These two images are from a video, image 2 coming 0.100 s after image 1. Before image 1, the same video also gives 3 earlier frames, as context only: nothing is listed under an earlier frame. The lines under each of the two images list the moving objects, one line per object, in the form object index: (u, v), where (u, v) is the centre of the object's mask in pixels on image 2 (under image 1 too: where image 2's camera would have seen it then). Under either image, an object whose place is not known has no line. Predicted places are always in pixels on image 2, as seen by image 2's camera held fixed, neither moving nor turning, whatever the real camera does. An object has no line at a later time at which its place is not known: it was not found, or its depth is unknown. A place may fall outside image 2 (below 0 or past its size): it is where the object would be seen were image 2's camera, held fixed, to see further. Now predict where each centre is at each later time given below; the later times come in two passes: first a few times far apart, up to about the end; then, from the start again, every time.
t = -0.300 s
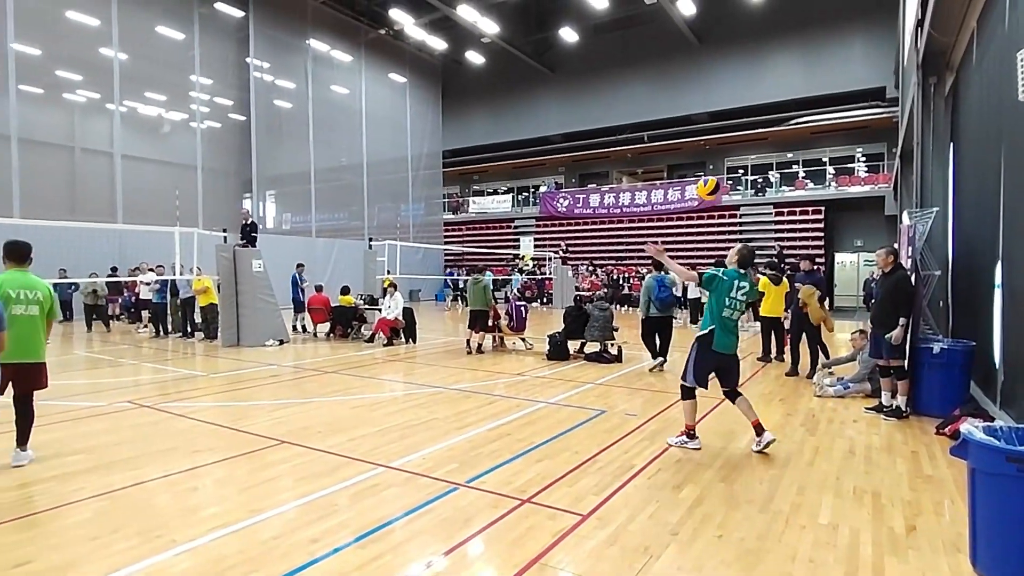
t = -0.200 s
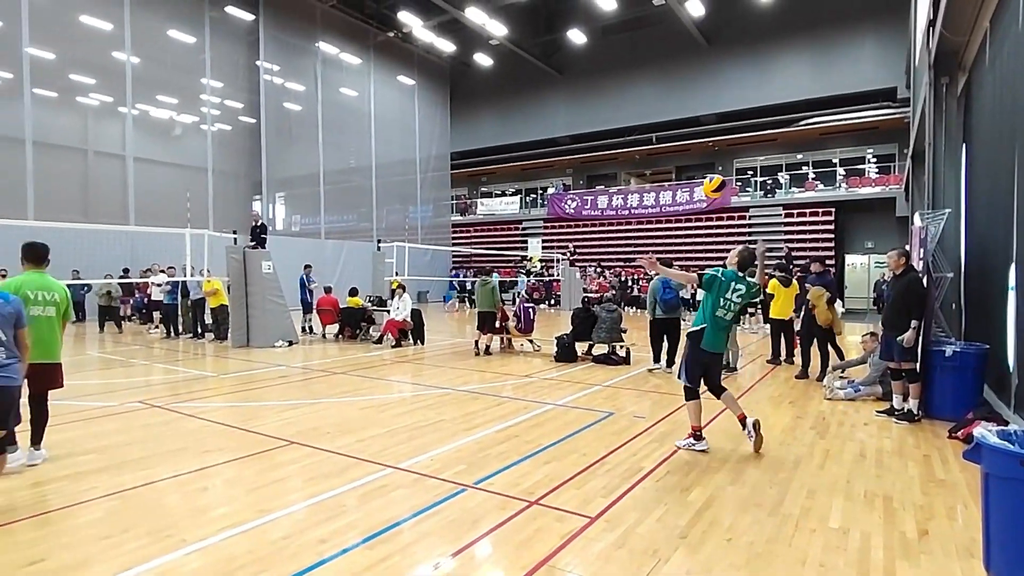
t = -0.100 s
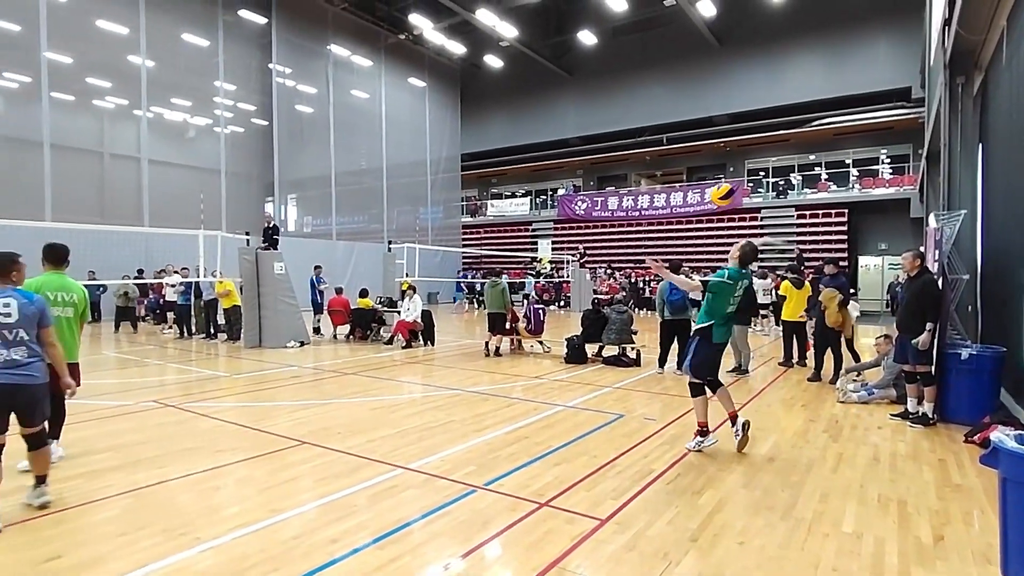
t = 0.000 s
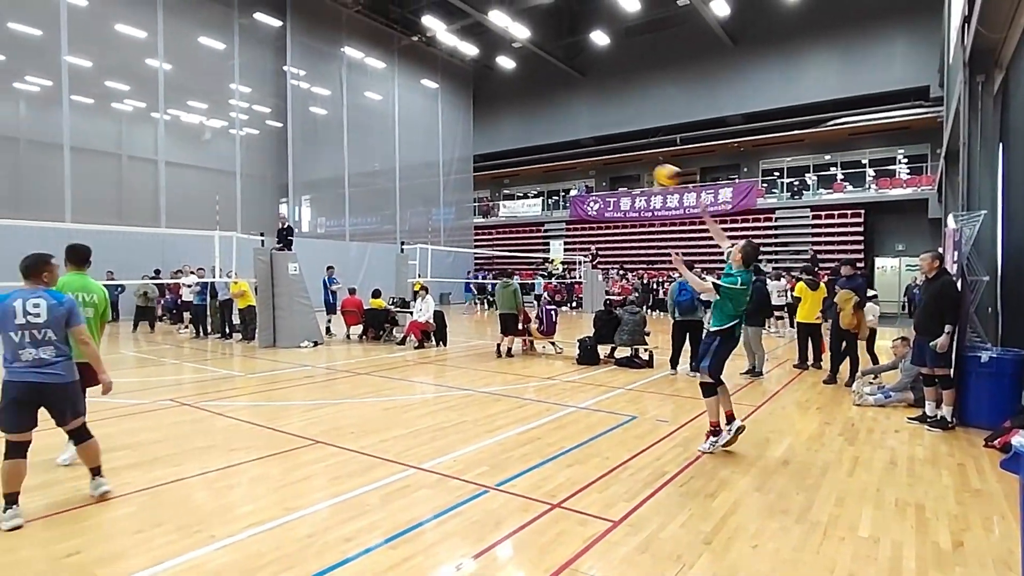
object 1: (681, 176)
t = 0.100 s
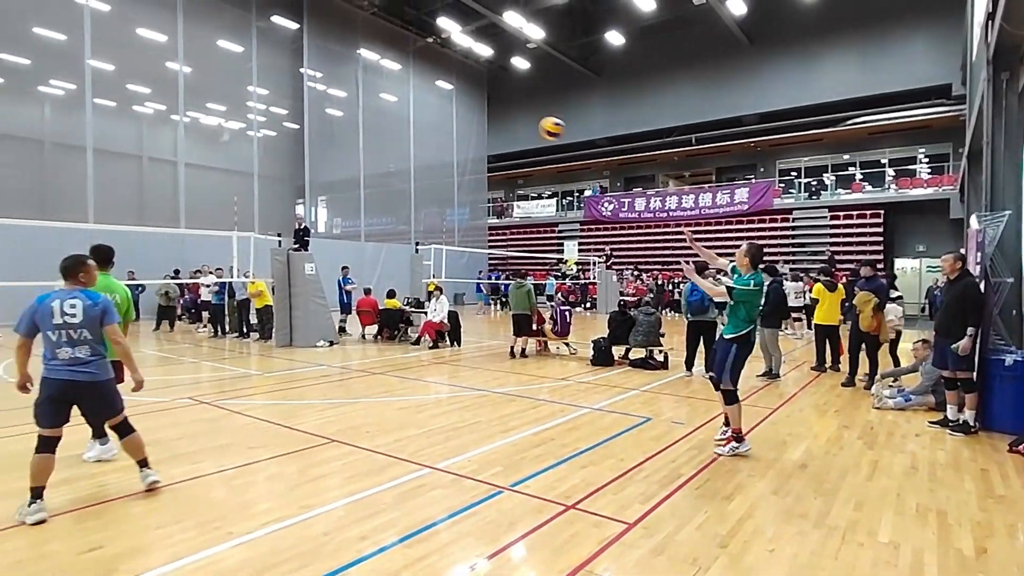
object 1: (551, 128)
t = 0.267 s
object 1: (377, 81)
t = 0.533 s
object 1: (170, 73)
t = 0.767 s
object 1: (33, 105)
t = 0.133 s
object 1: (513, 115)
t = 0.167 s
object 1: (476, 104)
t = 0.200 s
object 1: (442, 94)
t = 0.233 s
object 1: (408, 87)
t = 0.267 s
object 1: (377, 81)
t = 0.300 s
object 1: (347, 76)
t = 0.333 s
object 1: (318, 73)
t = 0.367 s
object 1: (291, 70)
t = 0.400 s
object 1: (265, 69)
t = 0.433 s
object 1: (239, 69)
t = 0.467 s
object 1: (215, 70)
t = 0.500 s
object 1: (191, 71)
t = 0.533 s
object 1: (170, 73)
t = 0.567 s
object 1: (148, 76)
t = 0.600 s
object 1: (128, 79)
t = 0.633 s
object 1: (108, 84)
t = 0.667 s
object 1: (88, 89)
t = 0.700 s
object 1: (70, 94)
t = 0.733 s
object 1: (51, 99)
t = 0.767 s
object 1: (33, 105)
